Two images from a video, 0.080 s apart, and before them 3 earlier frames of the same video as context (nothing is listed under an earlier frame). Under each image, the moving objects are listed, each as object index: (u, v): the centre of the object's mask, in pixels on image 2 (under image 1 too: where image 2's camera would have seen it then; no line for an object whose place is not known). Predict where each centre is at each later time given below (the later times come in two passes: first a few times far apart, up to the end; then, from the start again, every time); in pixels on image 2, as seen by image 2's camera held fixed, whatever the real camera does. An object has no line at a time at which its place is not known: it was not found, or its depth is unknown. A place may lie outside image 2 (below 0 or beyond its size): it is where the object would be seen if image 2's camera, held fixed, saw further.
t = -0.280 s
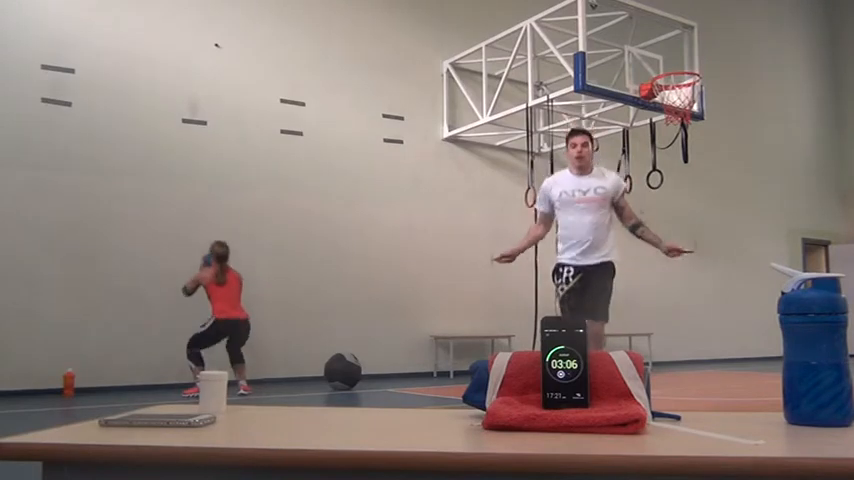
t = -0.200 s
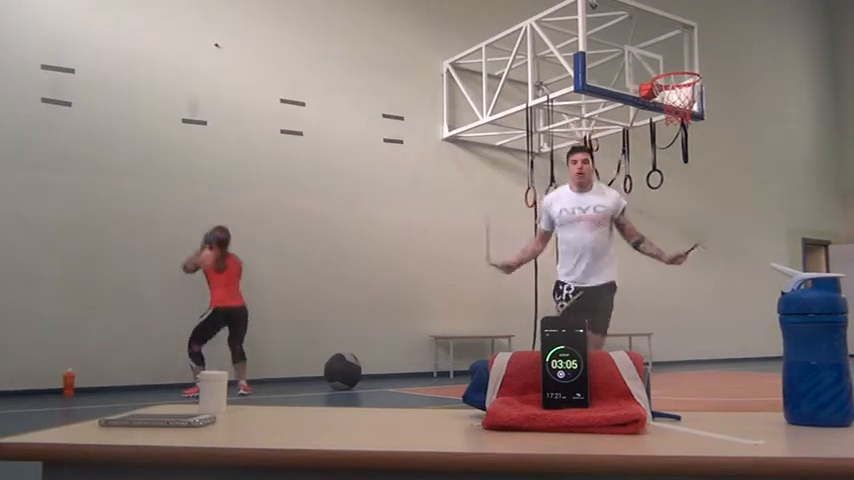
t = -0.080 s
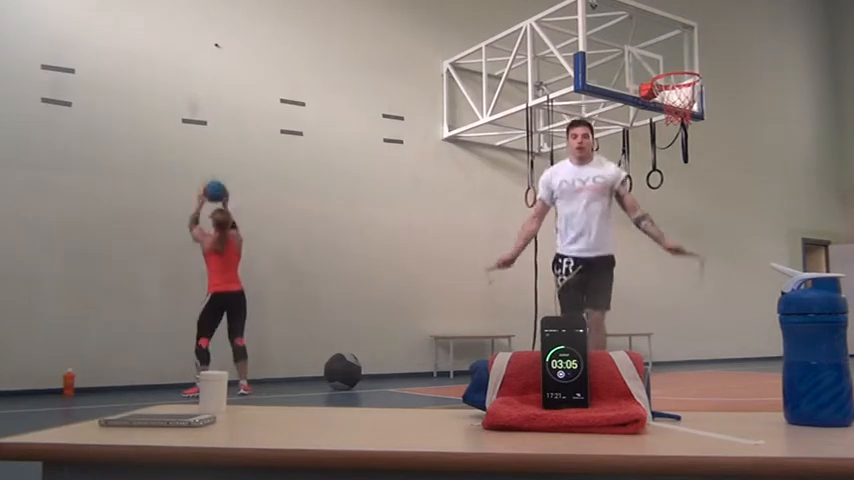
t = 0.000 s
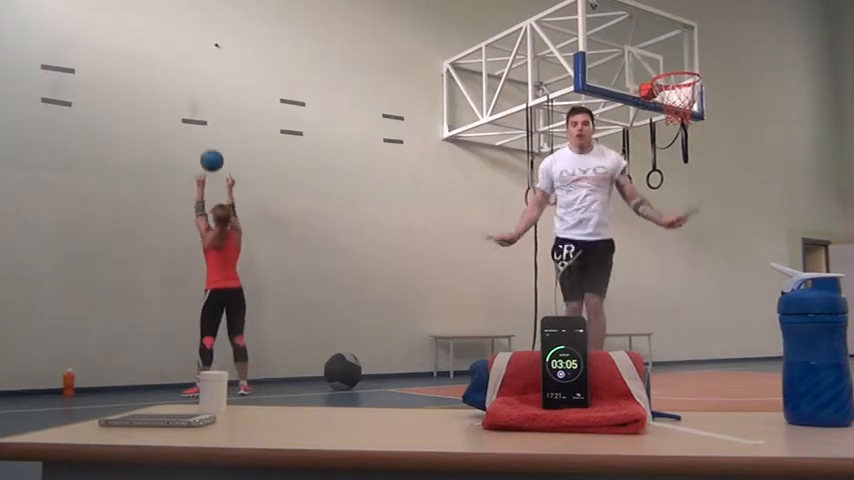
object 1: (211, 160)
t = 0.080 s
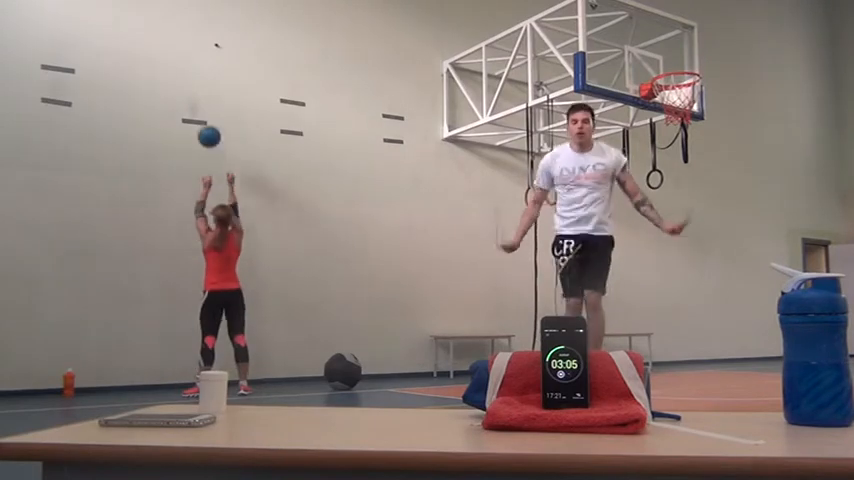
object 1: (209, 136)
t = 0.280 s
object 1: (201, 105)
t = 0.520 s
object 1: (204, 110)
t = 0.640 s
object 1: (207, 132)
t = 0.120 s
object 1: (207, 127)
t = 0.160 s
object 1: (206, 119)
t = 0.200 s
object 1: (204, 113)
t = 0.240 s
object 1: (203, 108)
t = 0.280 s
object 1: (201, 105)
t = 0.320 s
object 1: (200, 104)
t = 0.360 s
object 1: (199, 104)
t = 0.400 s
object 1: (200, 103)
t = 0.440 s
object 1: (201, 104)
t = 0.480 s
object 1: (203, 106)
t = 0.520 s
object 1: (204, 110)
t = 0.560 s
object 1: (205, 115)
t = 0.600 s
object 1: (206, 123)
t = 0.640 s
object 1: (207, 132)
